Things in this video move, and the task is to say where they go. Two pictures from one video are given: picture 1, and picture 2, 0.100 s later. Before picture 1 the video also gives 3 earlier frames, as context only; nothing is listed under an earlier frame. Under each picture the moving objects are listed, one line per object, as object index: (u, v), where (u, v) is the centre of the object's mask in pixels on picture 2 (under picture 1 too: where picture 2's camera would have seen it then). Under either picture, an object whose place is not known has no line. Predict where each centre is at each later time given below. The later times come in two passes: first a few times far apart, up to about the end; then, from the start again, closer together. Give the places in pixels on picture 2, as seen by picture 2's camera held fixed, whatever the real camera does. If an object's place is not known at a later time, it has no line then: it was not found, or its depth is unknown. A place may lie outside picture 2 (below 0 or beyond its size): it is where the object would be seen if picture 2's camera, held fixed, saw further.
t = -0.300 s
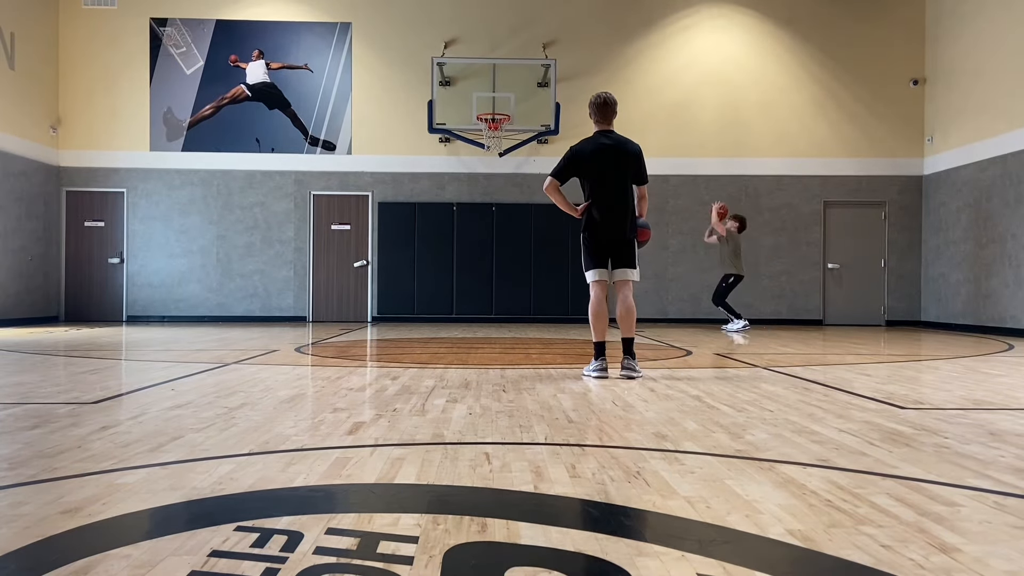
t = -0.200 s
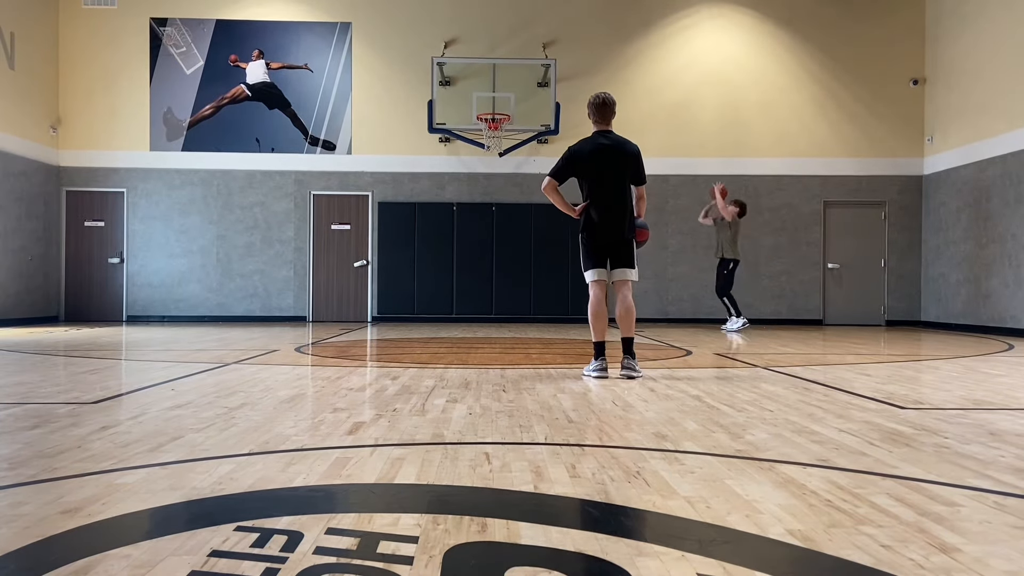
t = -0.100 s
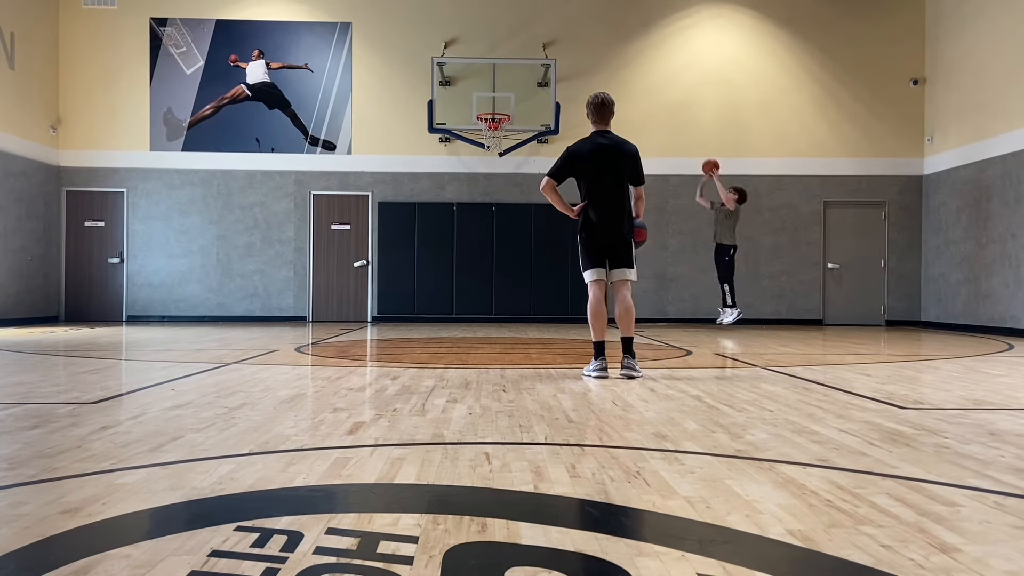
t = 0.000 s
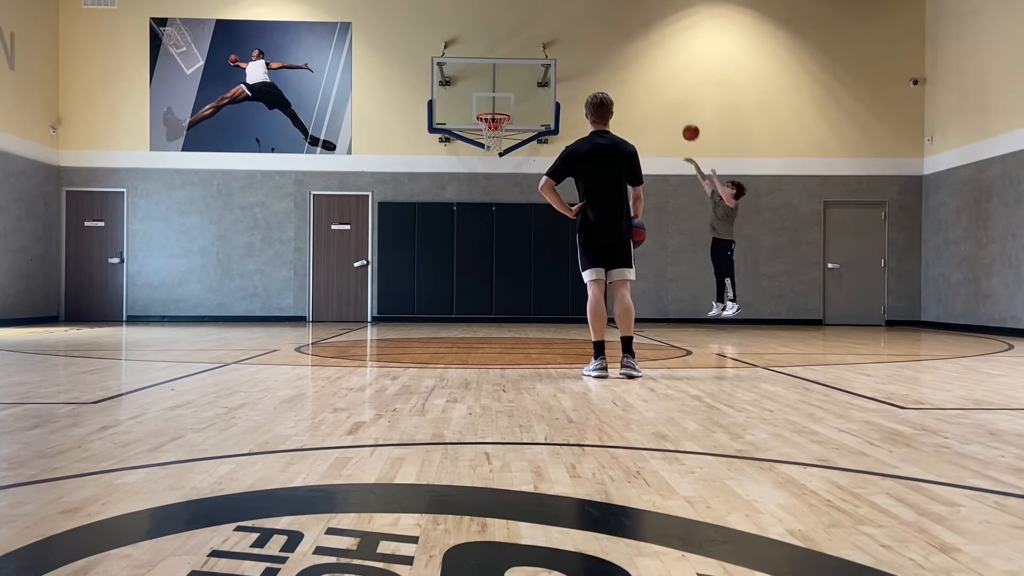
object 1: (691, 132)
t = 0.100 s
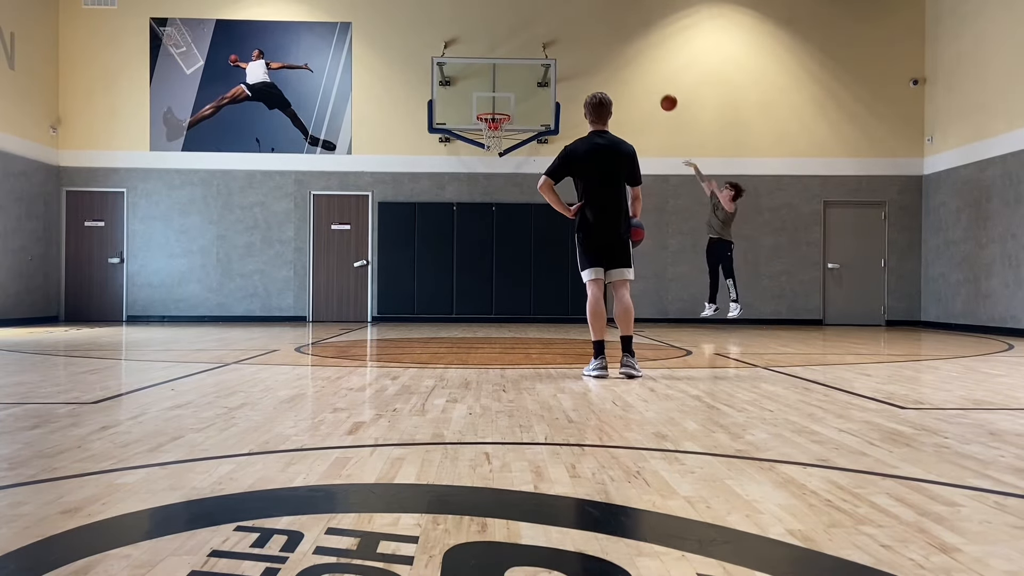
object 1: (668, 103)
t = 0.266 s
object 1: (631, 68)
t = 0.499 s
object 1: (581, 52)
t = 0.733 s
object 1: (530, 74)
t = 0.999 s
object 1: (495, 126)
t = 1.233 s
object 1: (468, 177)
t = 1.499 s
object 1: (455, 267)
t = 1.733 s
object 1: (458, 281)
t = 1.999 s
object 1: (479, 226)
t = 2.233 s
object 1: (497, 218)
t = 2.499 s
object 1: (517, 253)
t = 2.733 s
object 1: (534, 320)
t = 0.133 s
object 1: (661, 94)
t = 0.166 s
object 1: (654, 87)
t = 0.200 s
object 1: (646, 80)
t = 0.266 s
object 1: (631, 68)
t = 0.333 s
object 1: (617, 60)
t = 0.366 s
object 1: (610, 57)
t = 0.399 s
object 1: (602, 55)
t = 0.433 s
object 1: (595, 53)
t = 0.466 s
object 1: (588, 53)
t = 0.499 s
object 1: (581, 52)
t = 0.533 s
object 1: (573, 53)
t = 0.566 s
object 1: (566, 55)
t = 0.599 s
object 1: (559, 57)
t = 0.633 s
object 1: (552, 60)
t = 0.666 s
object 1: (544, 64)
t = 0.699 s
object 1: (537, 69)
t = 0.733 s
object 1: (530, 74)
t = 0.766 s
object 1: (523, 80)
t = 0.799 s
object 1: (516, 87)
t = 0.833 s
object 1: (508, 94)
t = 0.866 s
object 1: (502, 102)
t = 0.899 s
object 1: (494, 109)
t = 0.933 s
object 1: (490, 117)
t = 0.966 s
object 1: (481, 129)
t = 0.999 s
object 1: (495, 126)
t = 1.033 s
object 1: (476, 139)
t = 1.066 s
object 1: (475, 143)
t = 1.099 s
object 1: (473, 149)
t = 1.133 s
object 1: (472, 154)
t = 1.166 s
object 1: (470, 161)
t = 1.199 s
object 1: (469, 168)
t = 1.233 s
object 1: (468, 177)
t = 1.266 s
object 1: (467, 186)
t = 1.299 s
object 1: (465, 196)
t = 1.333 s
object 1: (463, 206)
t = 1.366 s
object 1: (461, 216)
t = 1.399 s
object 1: (460, 228)
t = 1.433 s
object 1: (458, 241)
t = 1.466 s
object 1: (457, 254)
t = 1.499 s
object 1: (455, 267)
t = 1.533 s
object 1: (453, 283)
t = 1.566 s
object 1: (451, 298)
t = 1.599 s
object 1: (449, 314)
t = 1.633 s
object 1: (450, 314)
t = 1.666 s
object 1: (452, 303)
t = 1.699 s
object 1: (455, 292)
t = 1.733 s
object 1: (458, 281)
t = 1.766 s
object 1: (460, 272)
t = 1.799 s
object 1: (463, 263)
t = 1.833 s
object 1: (466, 255)
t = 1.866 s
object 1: (468, 248)
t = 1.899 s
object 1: (471, 241)
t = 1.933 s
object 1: (474, 236)
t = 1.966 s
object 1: (476, 230)
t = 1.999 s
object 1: (479, 226)
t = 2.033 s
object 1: (482, 223)
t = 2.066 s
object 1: (484, 220)
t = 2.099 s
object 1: (487, 218)
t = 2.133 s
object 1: (490, 217)
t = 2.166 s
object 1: (492, 217)
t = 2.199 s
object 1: (495, 217)
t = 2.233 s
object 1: (497, 218)
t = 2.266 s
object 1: (500, 220)
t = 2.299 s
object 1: (503, 223)
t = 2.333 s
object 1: (505, 226)
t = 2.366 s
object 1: (508, 230)
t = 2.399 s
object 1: (510, 235)
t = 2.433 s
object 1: (513, 240)
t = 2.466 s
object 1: (515, 246)
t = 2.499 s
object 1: (517, 253)
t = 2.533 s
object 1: (520, 261)
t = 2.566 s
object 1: (522, 269)
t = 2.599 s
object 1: (525, 279)
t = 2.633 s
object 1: (527, 288)
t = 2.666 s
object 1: (529, 299)
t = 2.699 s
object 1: (532, 310)
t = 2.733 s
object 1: (534, 320)
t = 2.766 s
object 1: (536, 311)
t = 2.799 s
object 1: (538, 303)
